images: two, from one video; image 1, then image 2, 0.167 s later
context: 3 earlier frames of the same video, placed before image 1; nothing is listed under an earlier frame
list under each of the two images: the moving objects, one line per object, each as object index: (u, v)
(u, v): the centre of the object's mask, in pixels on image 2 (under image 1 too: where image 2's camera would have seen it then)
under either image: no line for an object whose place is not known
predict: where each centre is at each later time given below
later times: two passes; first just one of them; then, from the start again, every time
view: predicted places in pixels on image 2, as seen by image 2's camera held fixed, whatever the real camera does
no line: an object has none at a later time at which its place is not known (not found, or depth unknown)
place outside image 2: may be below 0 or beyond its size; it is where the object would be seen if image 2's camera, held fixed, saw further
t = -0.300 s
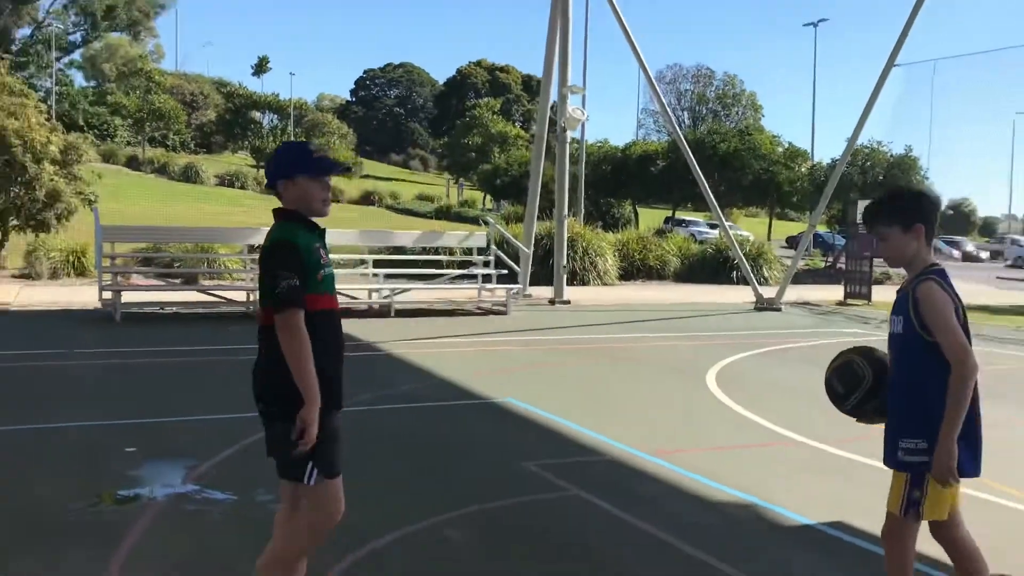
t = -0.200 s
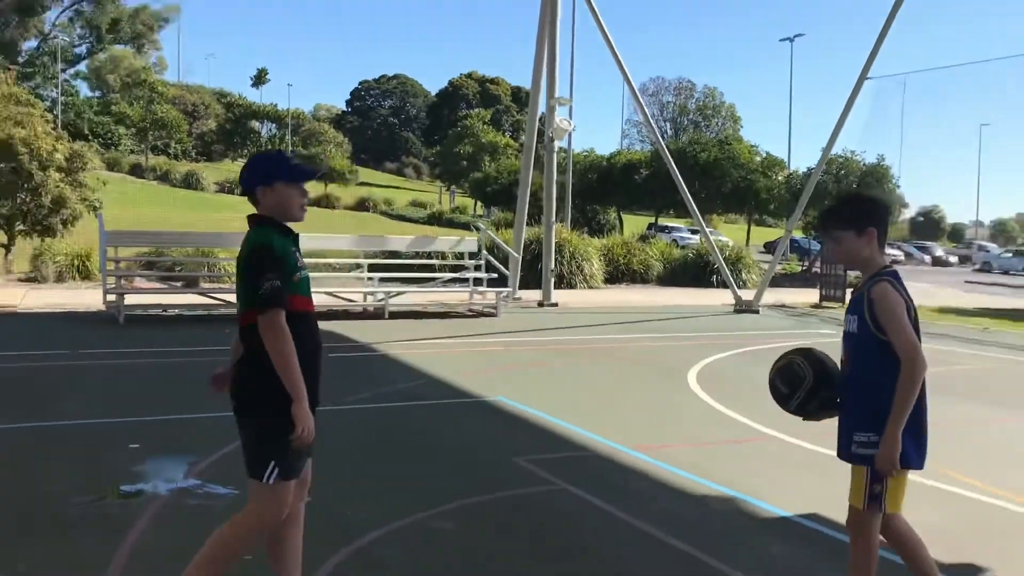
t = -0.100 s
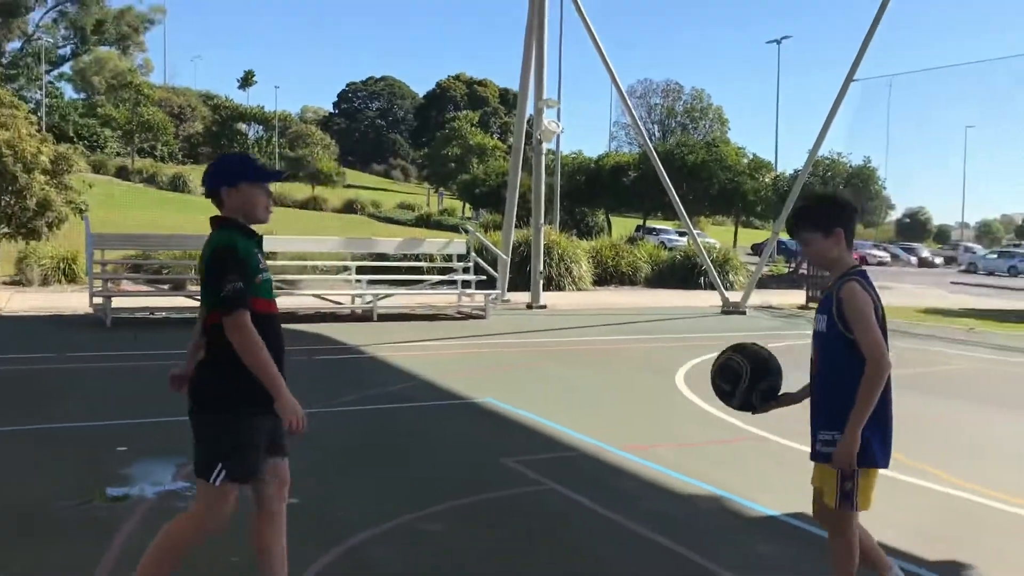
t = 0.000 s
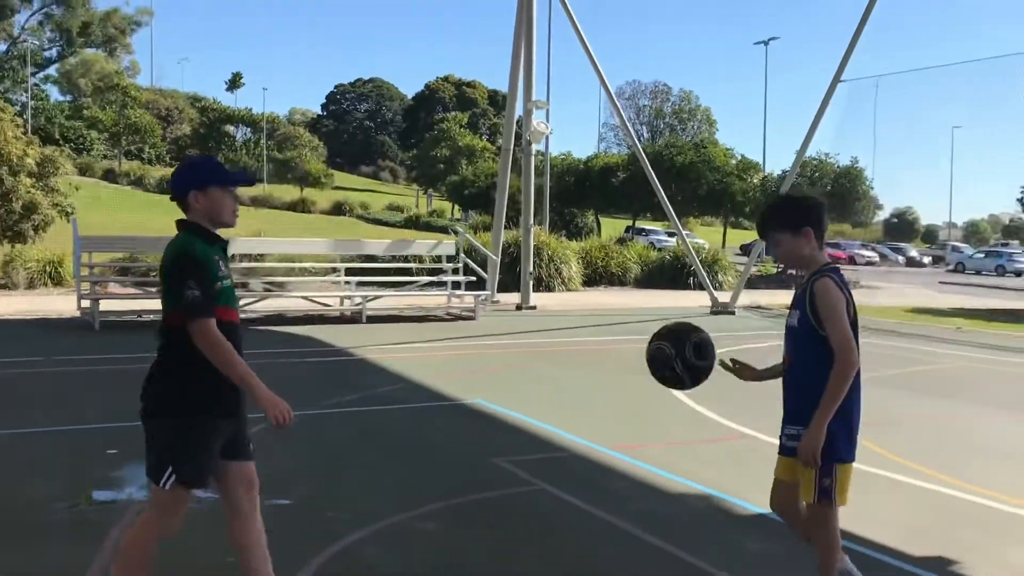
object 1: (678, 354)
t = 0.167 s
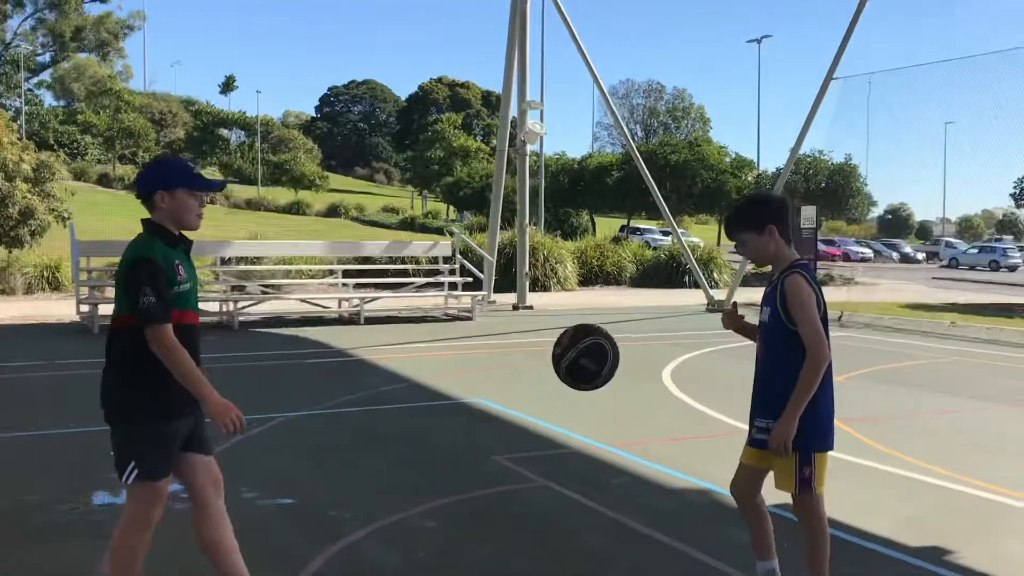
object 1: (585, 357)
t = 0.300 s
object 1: (516, 413)
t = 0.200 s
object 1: (567, 367)
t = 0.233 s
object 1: (550, 379)
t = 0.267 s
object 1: (532, 395)
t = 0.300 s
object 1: (516, 413)
